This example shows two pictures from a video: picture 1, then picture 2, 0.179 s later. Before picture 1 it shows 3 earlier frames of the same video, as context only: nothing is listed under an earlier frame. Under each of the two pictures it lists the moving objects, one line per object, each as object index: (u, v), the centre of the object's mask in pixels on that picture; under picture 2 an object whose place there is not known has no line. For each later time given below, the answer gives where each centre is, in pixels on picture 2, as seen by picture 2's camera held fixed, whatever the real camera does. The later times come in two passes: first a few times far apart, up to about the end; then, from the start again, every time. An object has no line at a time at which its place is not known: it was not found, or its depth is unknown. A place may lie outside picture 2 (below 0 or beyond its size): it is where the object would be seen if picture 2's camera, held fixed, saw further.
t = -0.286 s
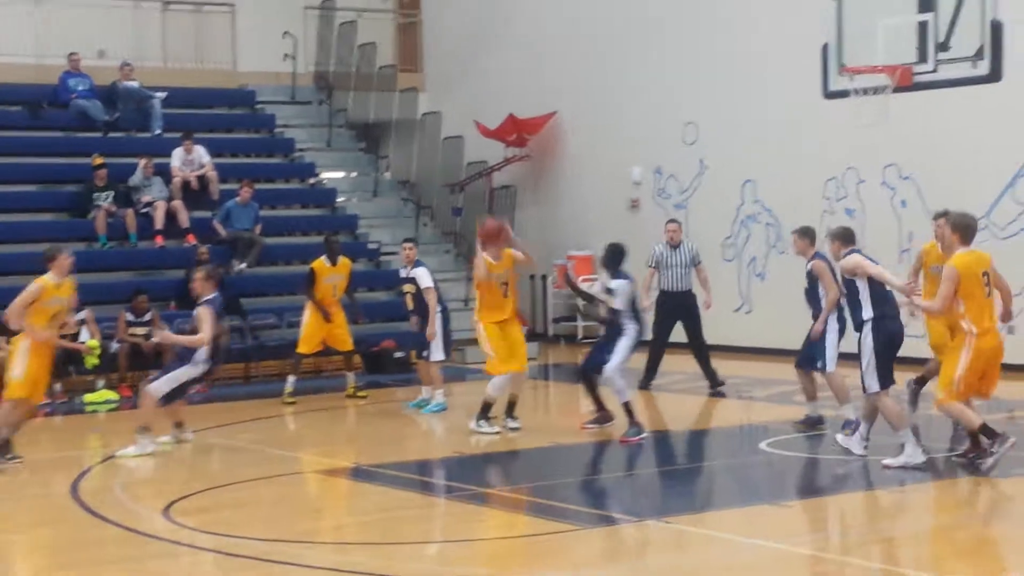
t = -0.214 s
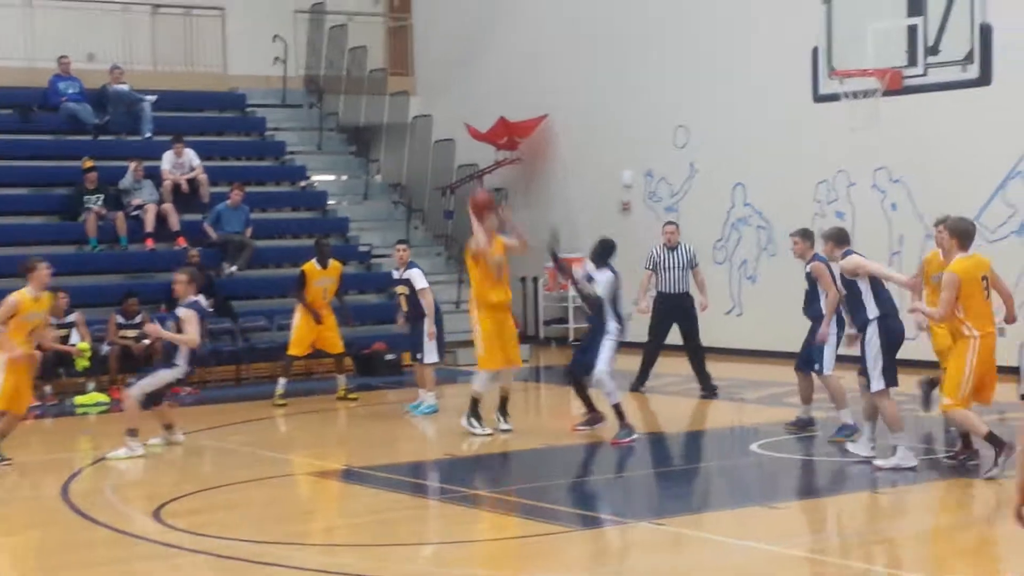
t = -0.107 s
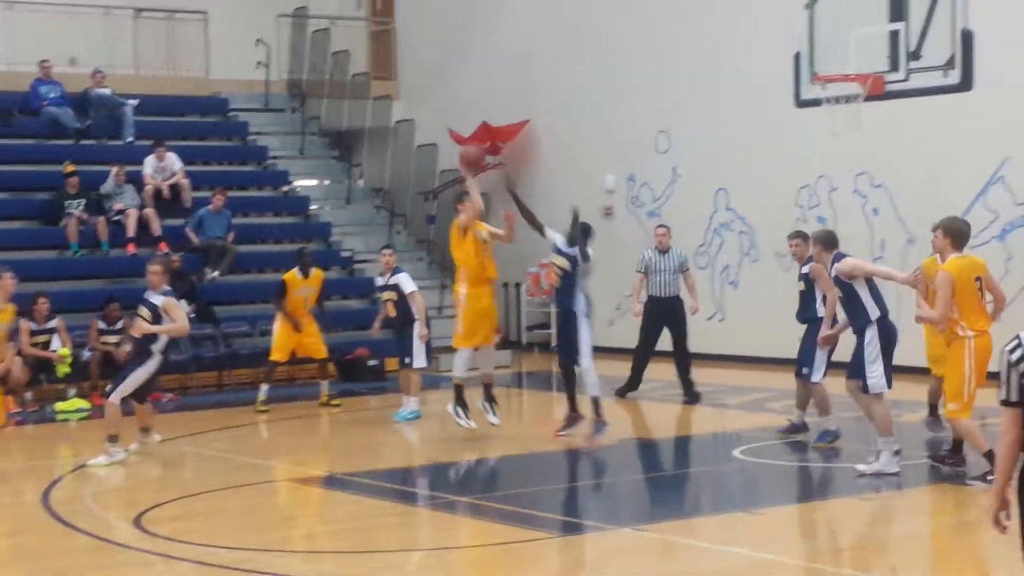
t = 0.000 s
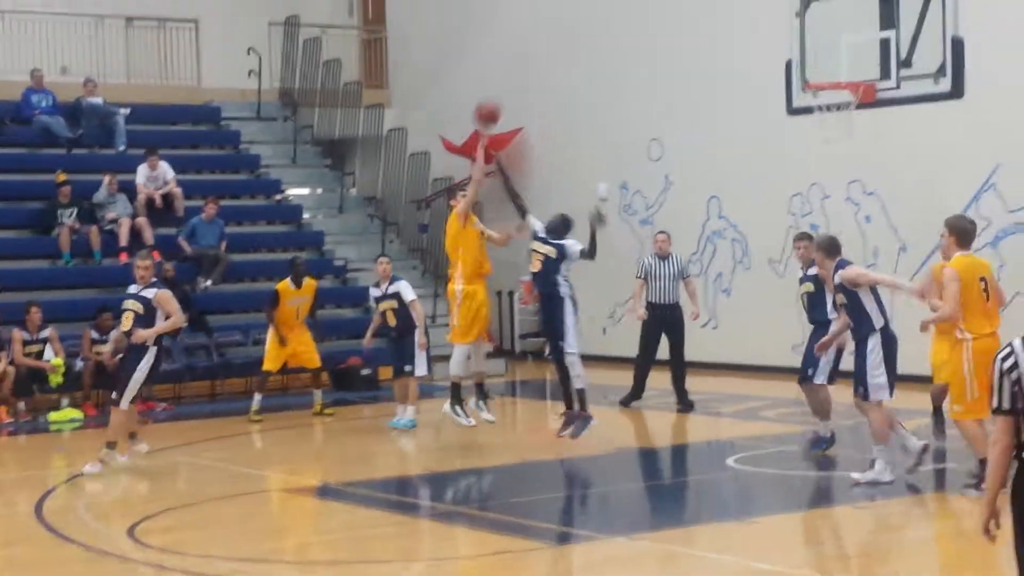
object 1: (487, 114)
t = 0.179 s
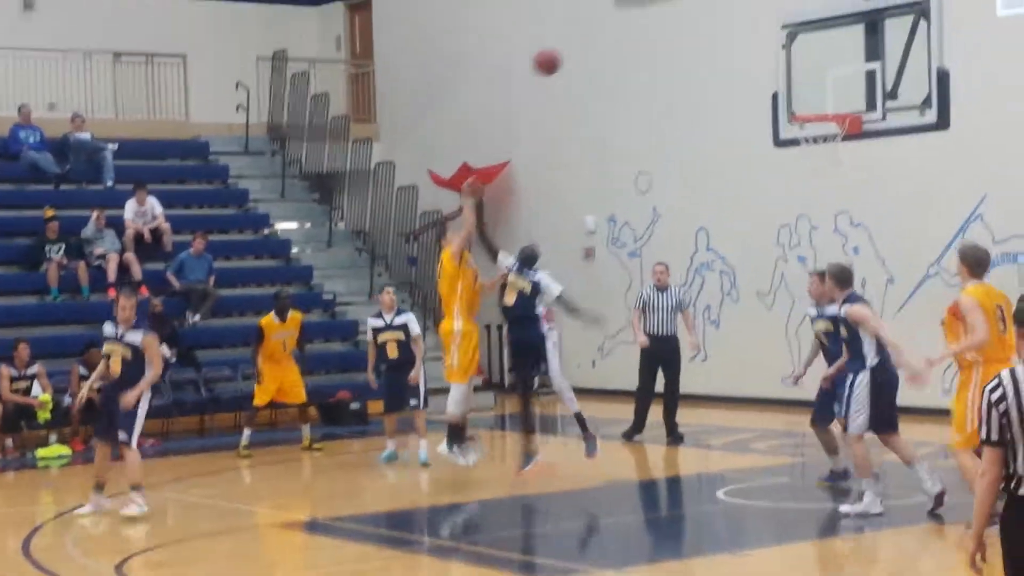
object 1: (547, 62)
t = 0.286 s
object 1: (585, 36)
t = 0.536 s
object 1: (675, 17)
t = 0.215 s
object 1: (560, 53)
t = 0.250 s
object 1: (573, 44)
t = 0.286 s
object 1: (585, 36)
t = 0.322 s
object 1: (597, 30)
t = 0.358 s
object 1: (609, 25)
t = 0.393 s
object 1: (622, 21)
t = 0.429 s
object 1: (636, 19)
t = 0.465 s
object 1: (649, 18)
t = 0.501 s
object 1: (662, 16)
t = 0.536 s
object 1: (675, 17)
